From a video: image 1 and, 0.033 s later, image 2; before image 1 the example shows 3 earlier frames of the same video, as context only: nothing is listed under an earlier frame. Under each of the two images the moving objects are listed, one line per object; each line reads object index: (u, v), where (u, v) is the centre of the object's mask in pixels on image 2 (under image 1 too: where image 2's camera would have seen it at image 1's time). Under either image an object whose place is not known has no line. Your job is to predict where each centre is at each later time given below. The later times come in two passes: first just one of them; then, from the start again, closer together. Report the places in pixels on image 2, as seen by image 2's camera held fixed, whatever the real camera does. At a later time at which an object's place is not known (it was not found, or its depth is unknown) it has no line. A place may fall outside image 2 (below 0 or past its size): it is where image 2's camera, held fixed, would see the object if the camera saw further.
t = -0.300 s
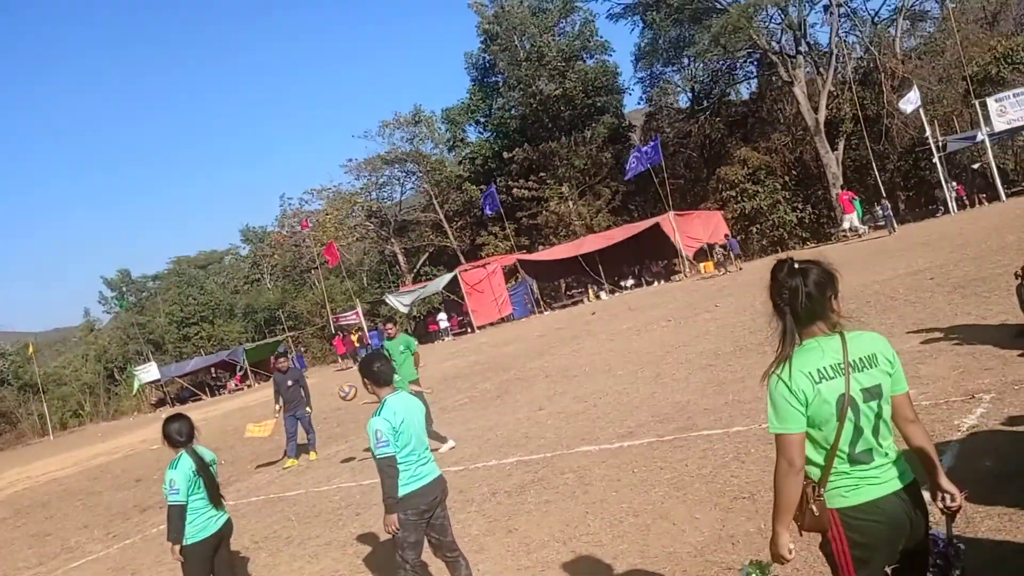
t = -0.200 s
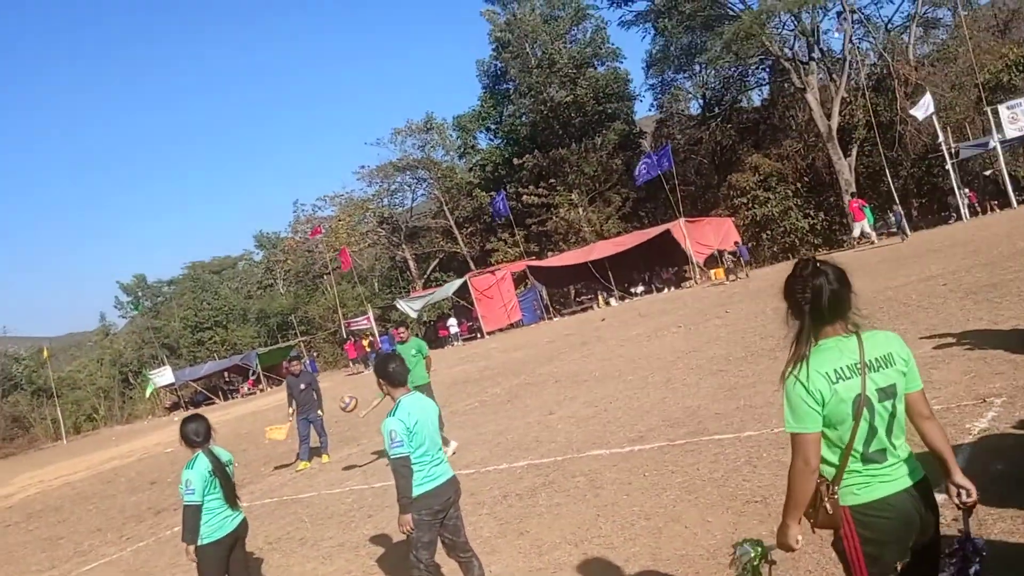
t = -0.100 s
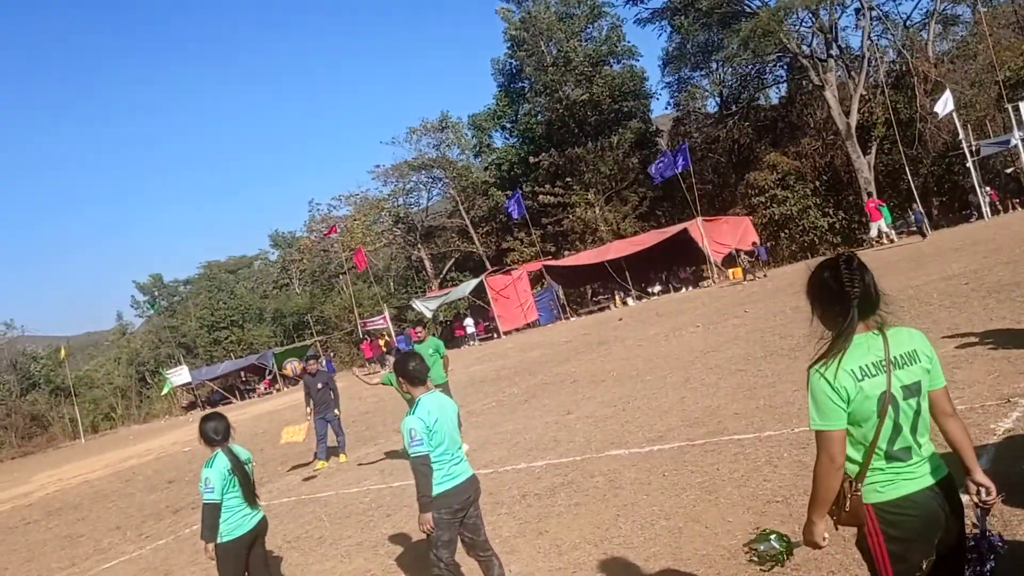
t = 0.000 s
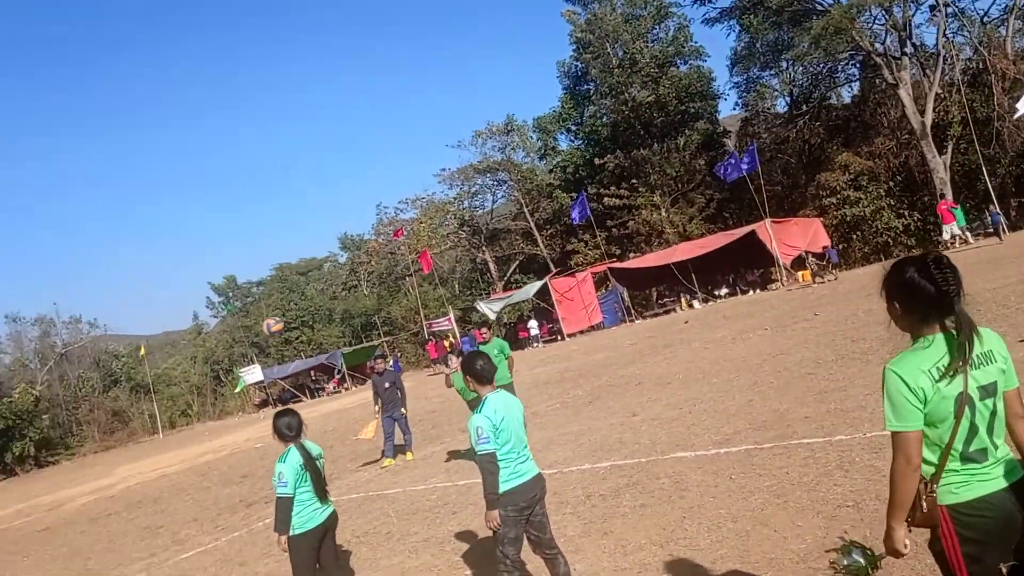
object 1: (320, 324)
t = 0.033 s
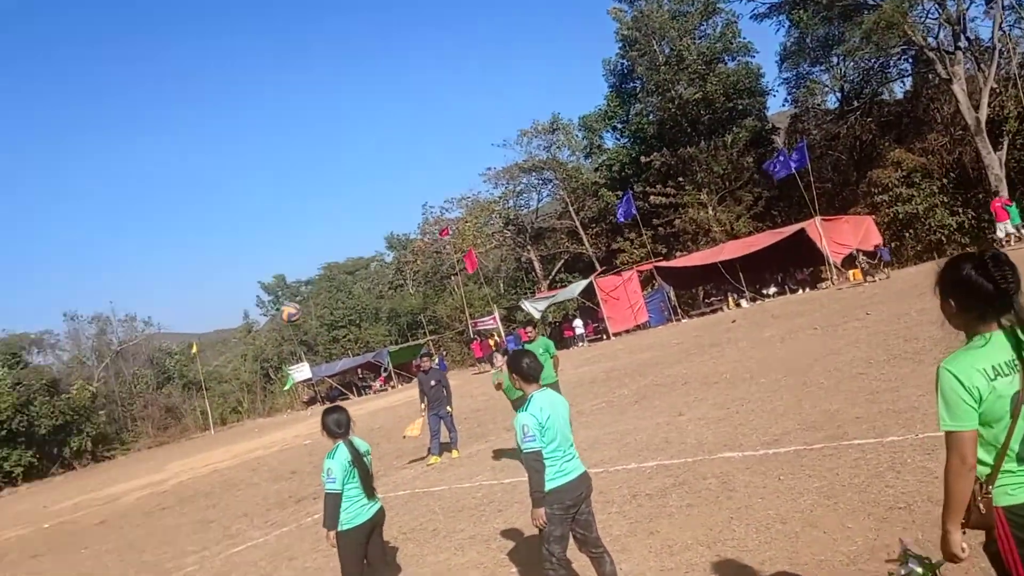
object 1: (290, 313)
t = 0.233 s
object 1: (74, 248)
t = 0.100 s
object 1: (226, 289)
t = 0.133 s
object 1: (191, 278)
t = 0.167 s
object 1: (154, 268)
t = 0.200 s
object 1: (115, 258)
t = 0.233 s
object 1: (74, 248)
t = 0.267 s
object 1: (30, 240)
